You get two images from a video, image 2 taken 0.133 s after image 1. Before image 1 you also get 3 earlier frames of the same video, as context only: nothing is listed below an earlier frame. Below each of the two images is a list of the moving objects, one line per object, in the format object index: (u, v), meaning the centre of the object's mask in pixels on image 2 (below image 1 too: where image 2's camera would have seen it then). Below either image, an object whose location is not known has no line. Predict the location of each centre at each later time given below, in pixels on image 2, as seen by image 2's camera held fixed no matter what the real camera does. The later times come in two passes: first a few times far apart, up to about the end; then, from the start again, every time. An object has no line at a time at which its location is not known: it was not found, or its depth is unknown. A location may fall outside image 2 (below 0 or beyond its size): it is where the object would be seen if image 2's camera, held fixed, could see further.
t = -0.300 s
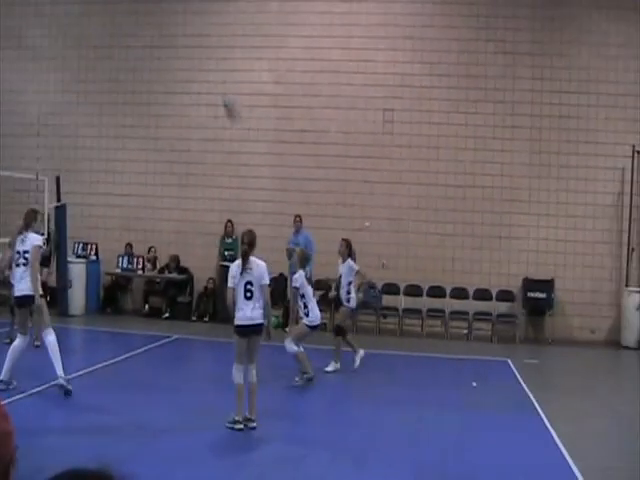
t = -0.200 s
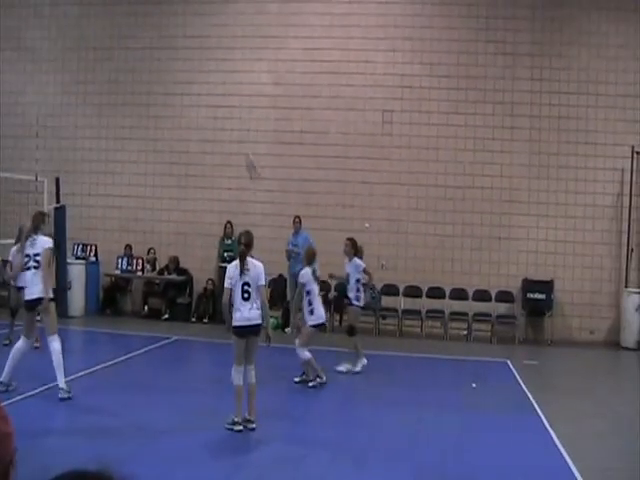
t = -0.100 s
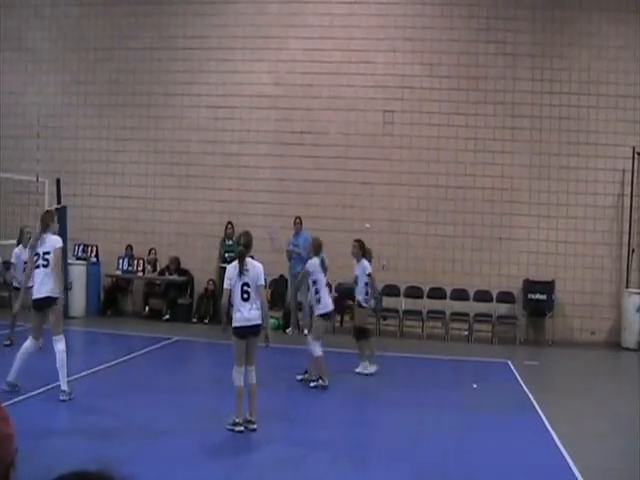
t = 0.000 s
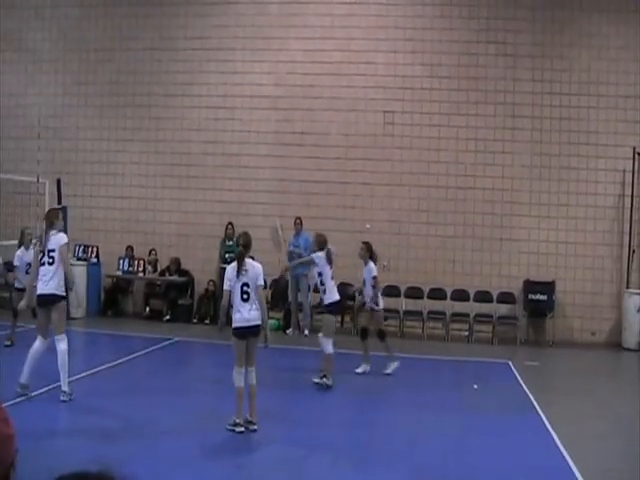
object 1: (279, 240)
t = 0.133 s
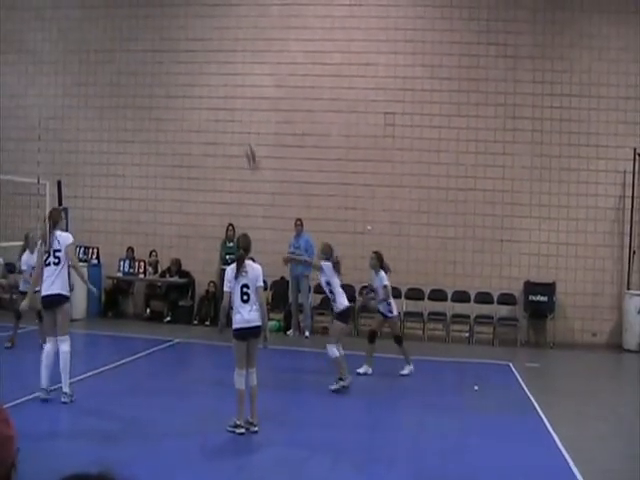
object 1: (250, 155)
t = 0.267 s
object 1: (230, 98)
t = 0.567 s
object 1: (188, 39)
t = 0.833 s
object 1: (152, 52)
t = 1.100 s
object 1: (120, 113)
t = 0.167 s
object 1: (246, 138)
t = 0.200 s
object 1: (241, 124)
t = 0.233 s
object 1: (237, 110)
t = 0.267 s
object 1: (230, 98)
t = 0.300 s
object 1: (225, 90)
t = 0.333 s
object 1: (220, 78)
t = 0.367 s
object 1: (215, 69)
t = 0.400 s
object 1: (210, 62)
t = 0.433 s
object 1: (206, 54)
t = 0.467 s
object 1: (202, 49)
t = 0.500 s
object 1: (198, 45)
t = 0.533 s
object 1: (193, 43)
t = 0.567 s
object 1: (188, 39)
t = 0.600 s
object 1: (183, 37)
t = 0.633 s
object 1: (179, 39)
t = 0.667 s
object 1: (174, 38)
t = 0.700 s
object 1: (168, 40)
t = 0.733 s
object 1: (164, 41)
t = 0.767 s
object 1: (160, 44)
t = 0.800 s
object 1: (156, 49)
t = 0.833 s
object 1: (152, 52)
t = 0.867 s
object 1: (148, 58)
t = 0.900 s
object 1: (144, 63)
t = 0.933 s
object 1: (140, 68)
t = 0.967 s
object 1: (136, 79)
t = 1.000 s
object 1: (131, 86)
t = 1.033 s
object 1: (127, 94)
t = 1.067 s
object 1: (123, 104)
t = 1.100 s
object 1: (120, 113)
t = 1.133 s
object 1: (114, 125)
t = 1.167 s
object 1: (112, 135)
